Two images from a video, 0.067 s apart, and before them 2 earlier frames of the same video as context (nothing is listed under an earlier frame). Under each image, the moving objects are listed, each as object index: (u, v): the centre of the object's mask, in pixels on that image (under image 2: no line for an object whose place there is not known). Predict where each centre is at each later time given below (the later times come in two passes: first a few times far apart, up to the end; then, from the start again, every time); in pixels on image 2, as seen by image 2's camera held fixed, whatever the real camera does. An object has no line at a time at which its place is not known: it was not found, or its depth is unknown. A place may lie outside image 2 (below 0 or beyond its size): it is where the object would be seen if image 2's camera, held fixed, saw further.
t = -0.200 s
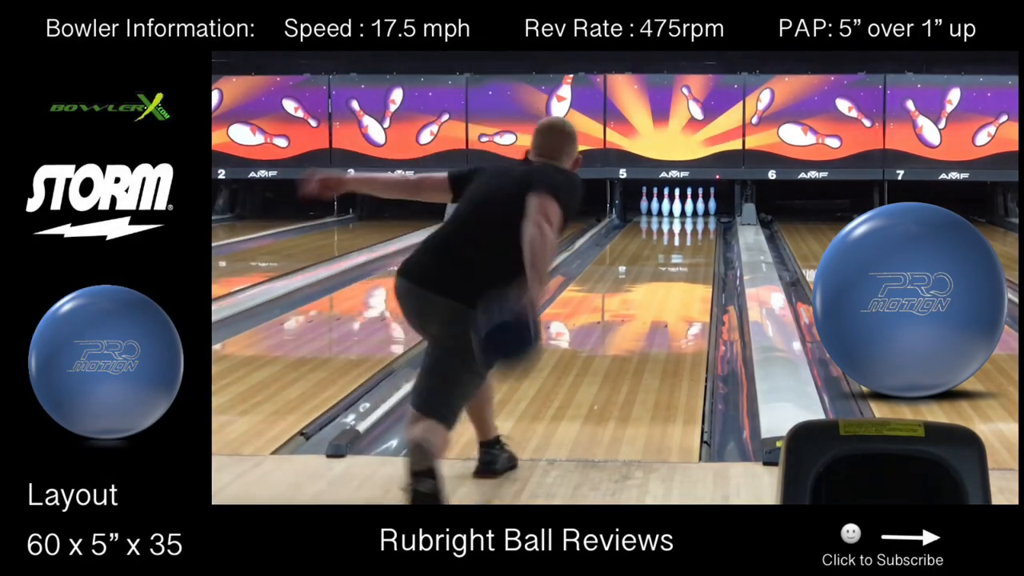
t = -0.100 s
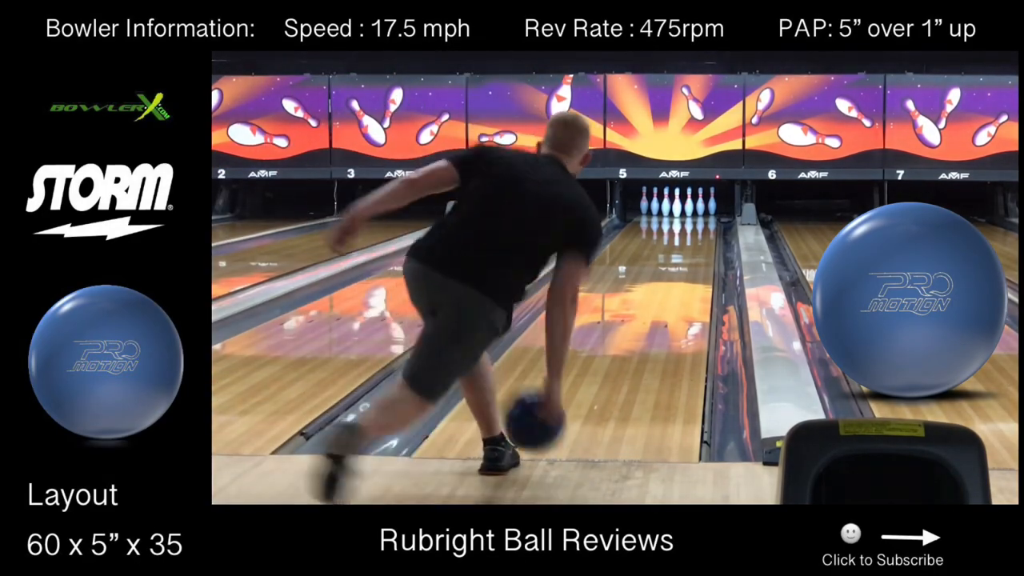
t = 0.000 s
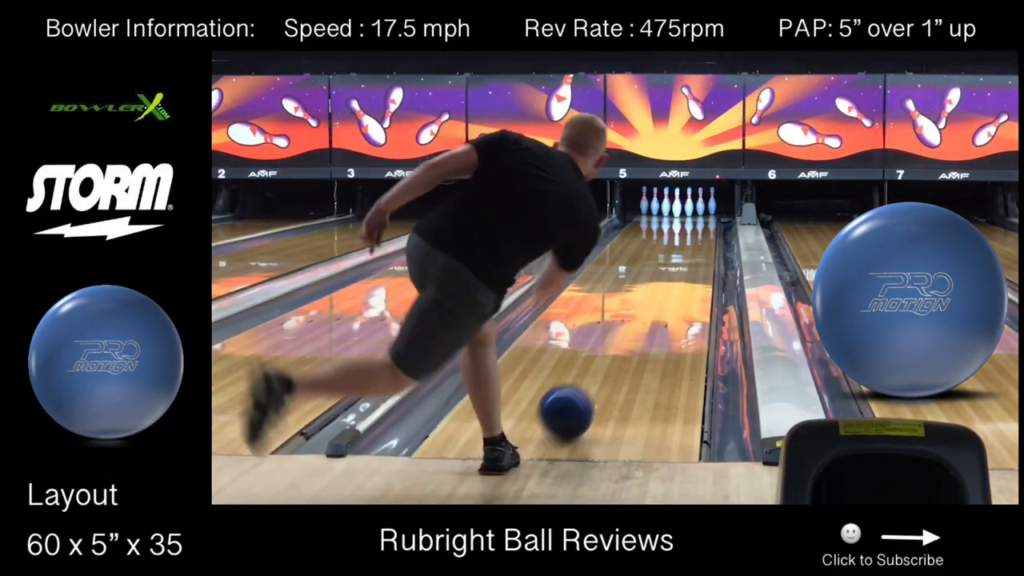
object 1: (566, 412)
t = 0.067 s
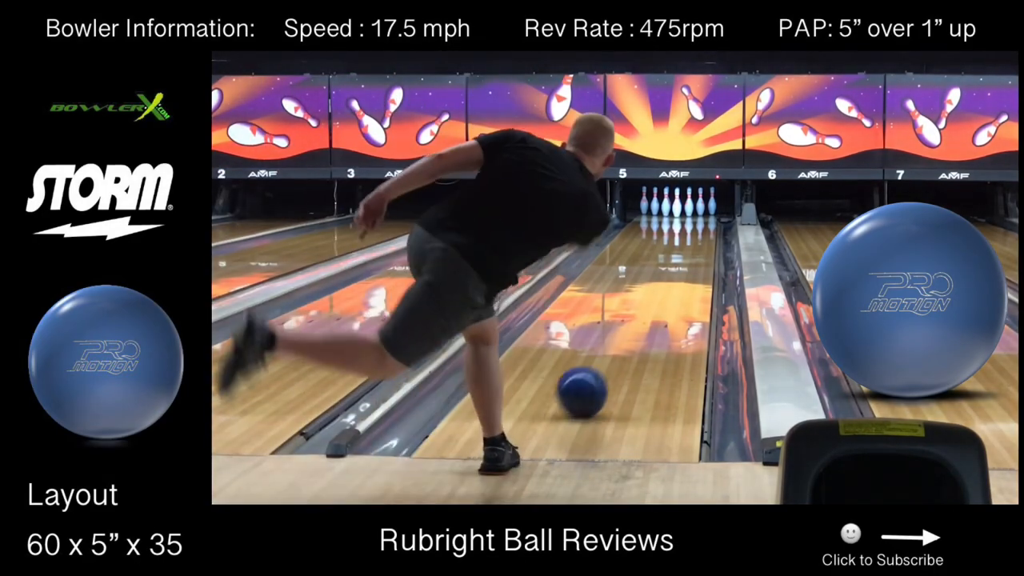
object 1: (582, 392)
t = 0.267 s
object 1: (618, 344)
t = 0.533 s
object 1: (651, 302)
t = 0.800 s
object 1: (672, 275)
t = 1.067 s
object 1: (686, 255)
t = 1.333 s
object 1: (694, 240)
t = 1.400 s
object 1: (695, 237)
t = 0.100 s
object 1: (589, 383)
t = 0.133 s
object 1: (596, 375)
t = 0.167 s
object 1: (602, 367)
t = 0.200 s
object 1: (608, 359)
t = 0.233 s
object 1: (613, 351)
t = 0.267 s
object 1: (618, 344)
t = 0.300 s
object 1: (623, 338)
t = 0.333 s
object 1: (628, 331)
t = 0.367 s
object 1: (632, 326)
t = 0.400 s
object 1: (637, 321)
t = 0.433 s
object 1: (640, 316)
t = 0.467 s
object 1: (644, 311)
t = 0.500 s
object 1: (648, 306)
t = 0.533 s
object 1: (651, 302)
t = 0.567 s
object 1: (655, 302)
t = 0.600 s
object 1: (657, 295)
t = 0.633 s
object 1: (660, 291)
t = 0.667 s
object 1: (663, 288)
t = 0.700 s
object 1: (665, 284)
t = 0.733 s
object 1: (667, 281)
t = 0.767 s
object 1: (670, 278)
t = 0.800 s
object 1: (672, 275)
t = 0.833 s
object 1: (674, 272)
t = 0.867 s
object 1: (676, 269)
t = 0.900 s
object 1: (678, 267)
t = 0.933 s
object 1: (680, 264)
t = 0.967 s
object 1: (681, 262)
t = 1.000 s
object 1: (683, 259)
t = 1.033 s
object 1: (684, 257)
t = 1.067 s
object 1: (686, 255)
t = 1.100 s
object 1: (687, 253)
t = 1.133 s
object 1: (688, 251)
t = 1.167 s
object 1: (689, 249)
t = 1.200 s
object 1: (690, 247)
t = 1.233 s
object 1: (691, 246)
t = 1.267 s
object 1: (692, 244)
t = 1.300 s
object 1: (693, 242)
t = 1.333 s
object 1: (694, 240)
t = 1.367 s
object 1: (694, 238)
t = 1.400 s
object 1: (695, 237)
